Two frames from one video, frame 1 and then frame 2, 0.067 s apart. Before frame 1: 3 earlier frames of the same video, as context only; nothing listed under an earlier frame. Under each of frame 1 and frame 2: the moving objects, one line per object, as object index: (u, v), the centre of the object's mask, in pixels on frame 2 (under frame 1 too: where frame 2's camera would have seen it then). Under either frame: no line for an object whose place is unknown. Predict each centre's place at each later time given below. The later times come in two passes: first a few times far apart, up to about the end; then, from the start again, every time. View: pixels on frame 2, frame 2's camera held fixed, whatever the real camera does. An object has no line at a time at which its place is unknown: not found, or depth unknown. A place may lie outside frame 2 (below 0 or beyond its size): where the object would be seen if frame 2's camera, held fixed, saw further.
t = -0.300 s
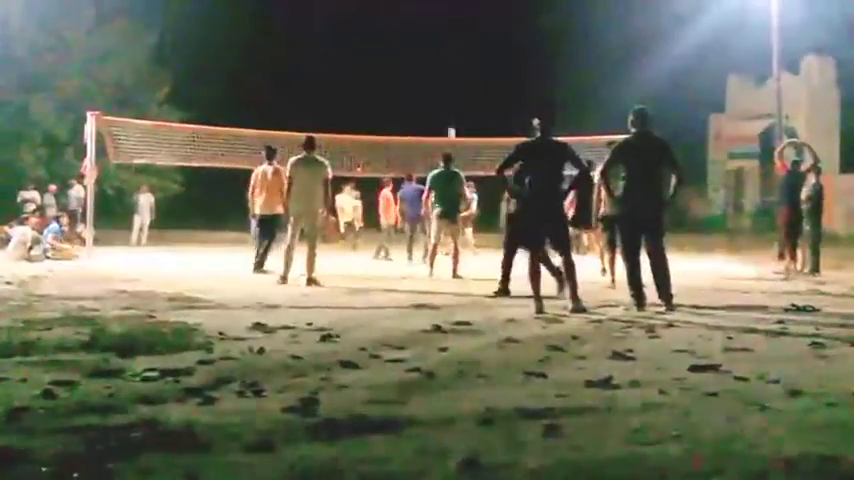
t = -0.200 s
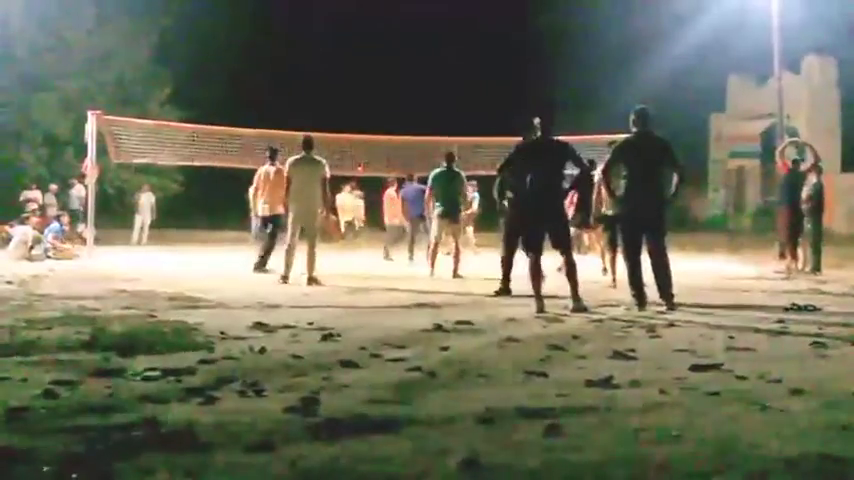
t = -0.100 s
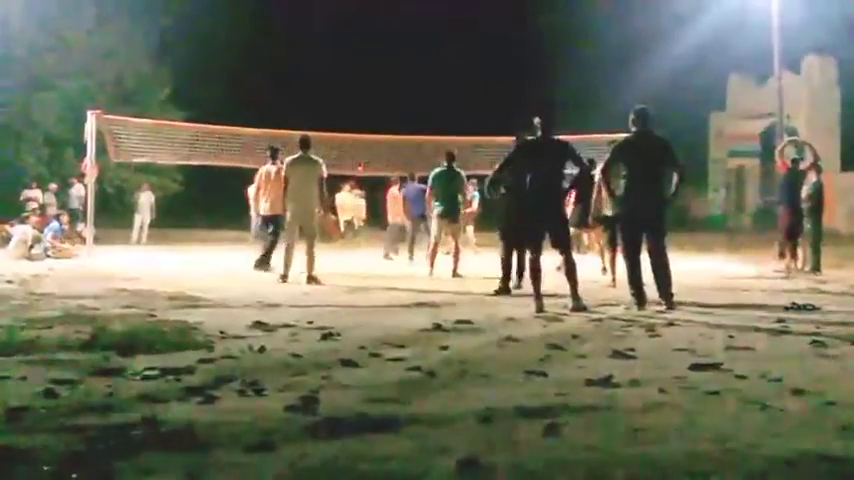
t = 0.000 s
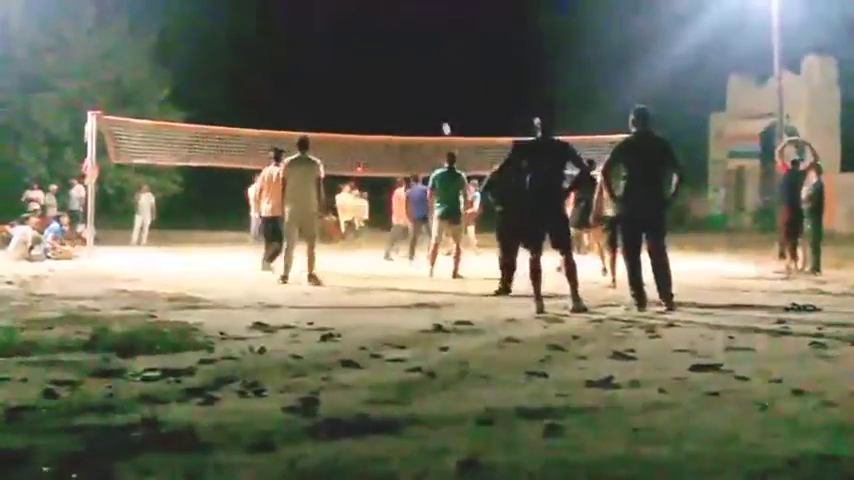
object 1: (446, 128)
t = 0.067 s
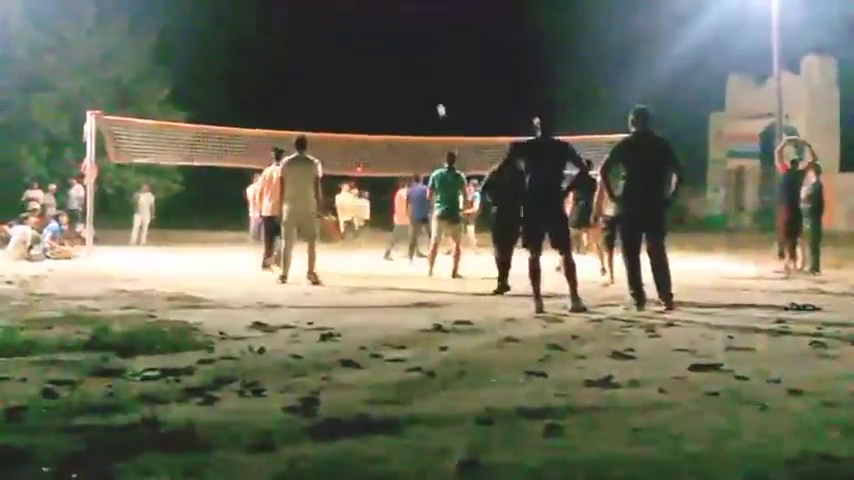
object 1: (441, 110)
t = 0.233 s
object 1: (427, 68)
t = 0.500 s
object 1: (401, 20)
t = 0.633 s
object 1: (385, 7)
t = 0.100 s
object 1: (438, 101)
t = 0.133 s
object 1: (436, 92)
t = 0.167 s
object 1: (433, 84)
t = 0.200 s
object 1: (431, 76)
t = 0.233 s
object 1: (427, 68)
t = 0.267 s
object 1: (425, 61)
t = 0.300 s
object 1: (421, 54)
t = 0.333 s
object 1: (418, 48)
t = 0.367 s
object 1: (415, 42)
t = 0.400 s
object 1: (412, 35)
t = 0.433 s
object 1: (408, 30)
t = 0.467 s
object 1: (405, 25)
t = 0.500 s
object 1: (401, 20)
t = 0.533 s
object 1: (397, 16)
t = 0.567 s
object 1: (394, 13)
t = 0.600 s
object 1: (390, 10)
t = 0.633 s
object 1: (385, 7)
